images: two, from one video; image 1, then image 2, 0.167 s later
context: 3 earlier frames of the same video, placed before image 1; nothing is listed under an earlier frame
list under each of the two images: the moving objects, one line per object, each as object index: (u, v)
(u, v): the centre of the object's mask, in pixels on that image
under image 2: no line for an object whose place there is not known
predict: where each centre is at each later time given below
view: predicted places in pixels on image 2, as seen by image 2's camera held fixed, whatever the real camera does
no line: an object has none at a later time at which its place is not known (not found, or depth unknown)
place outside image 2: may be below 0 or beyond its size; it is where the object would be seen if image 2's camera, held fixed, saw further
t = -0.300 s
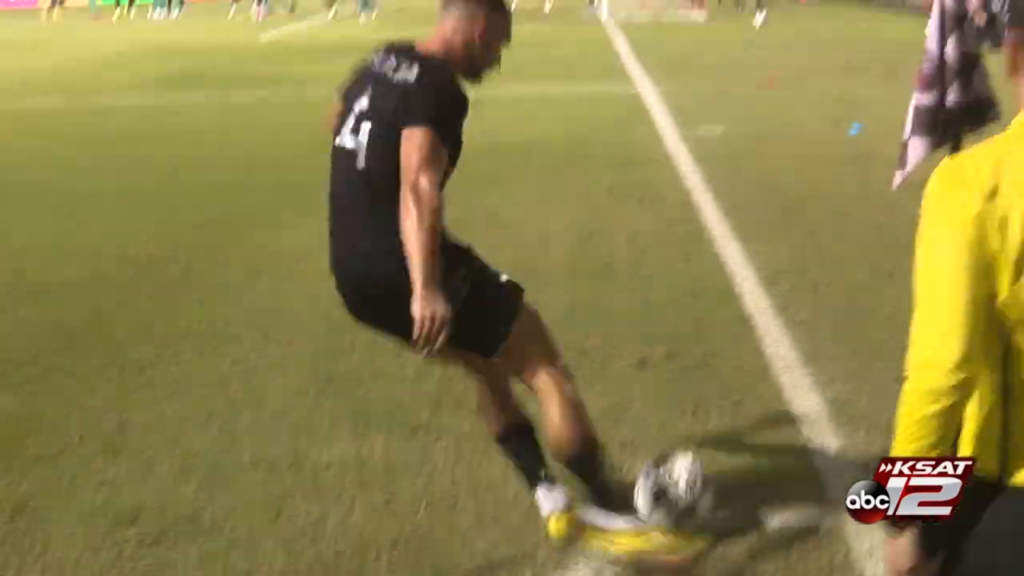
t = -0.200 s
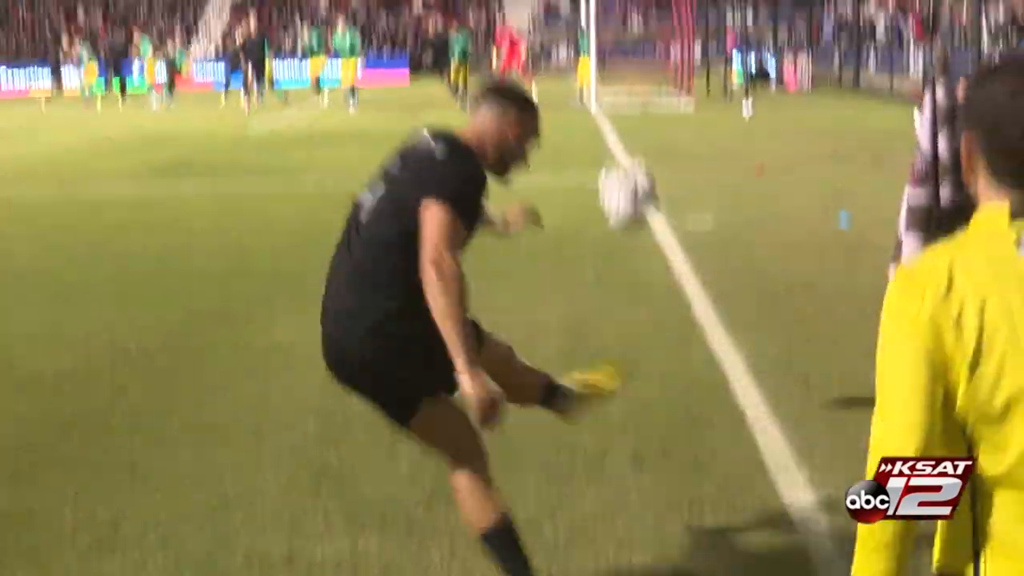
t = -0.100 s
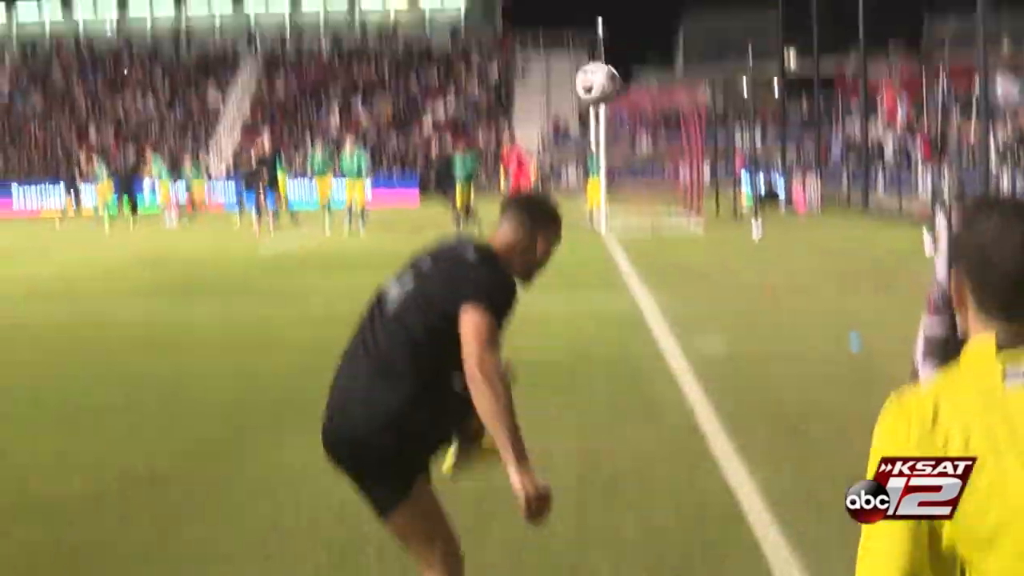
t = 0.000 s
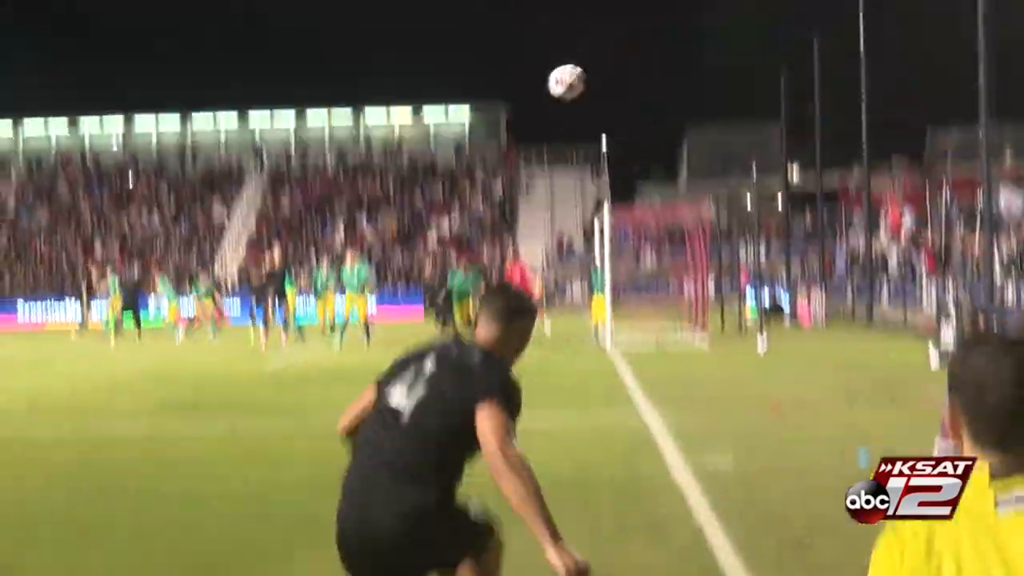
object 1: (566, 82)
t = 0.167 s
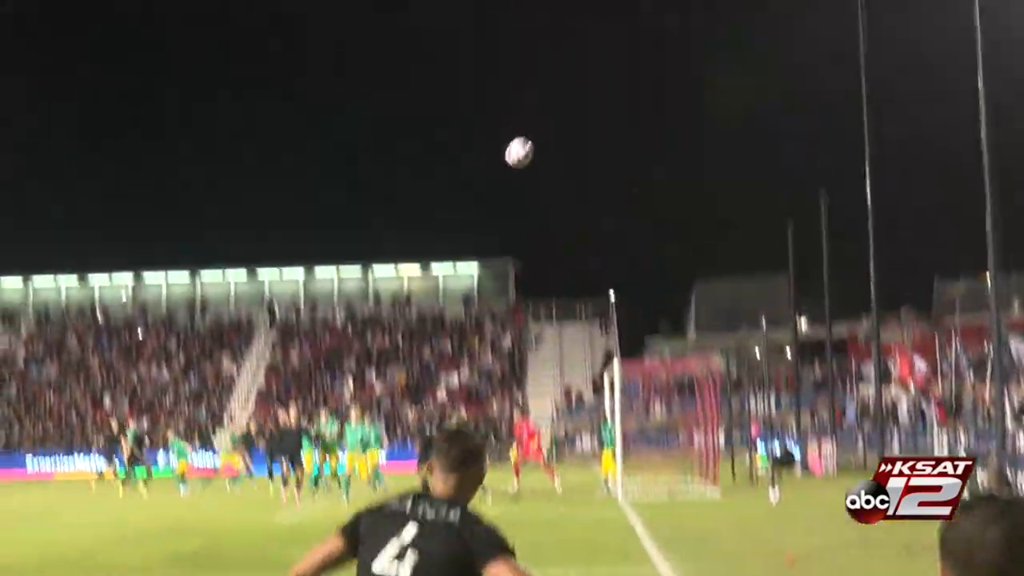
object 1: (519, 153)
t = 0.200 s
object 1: (510, 147)
